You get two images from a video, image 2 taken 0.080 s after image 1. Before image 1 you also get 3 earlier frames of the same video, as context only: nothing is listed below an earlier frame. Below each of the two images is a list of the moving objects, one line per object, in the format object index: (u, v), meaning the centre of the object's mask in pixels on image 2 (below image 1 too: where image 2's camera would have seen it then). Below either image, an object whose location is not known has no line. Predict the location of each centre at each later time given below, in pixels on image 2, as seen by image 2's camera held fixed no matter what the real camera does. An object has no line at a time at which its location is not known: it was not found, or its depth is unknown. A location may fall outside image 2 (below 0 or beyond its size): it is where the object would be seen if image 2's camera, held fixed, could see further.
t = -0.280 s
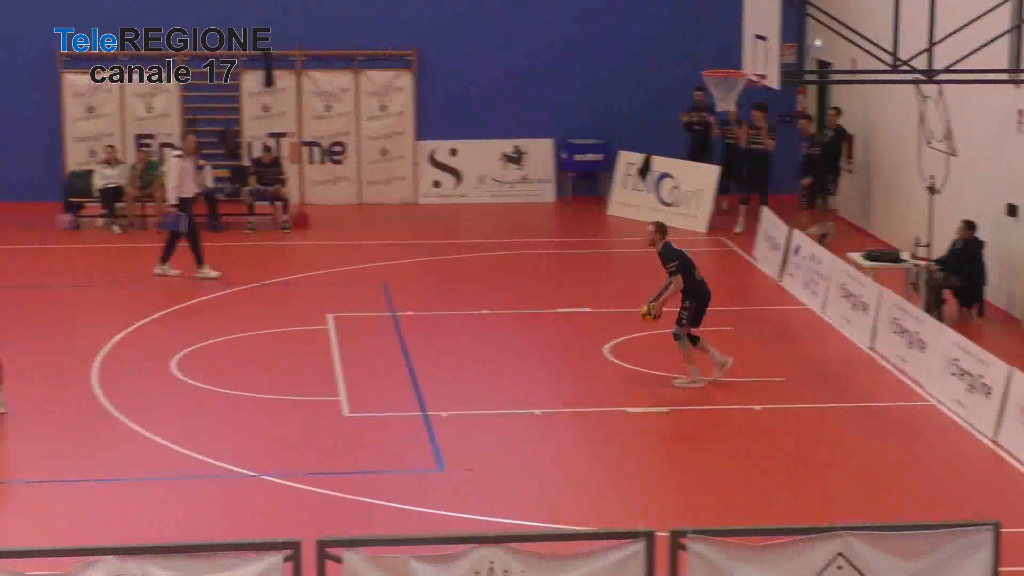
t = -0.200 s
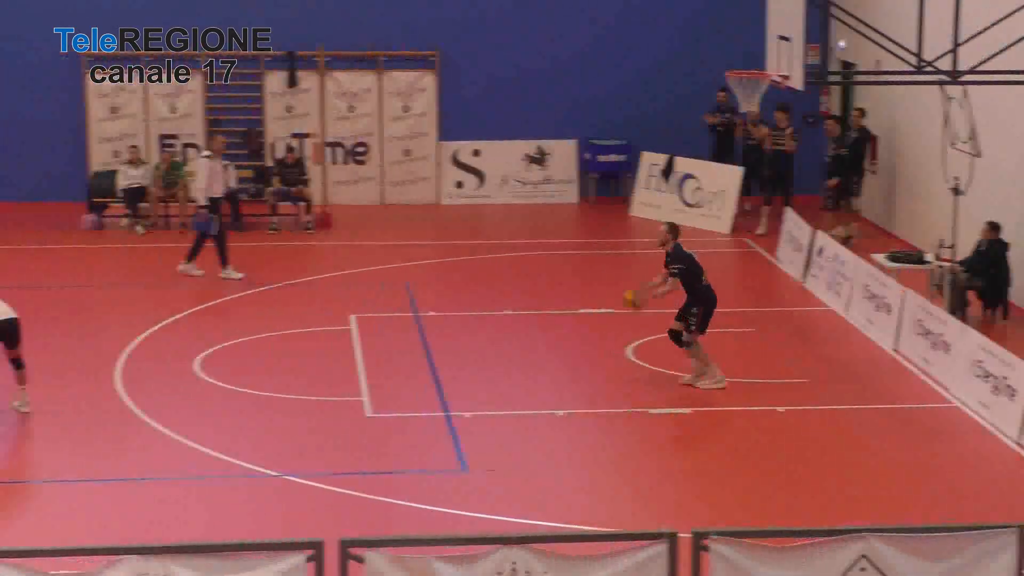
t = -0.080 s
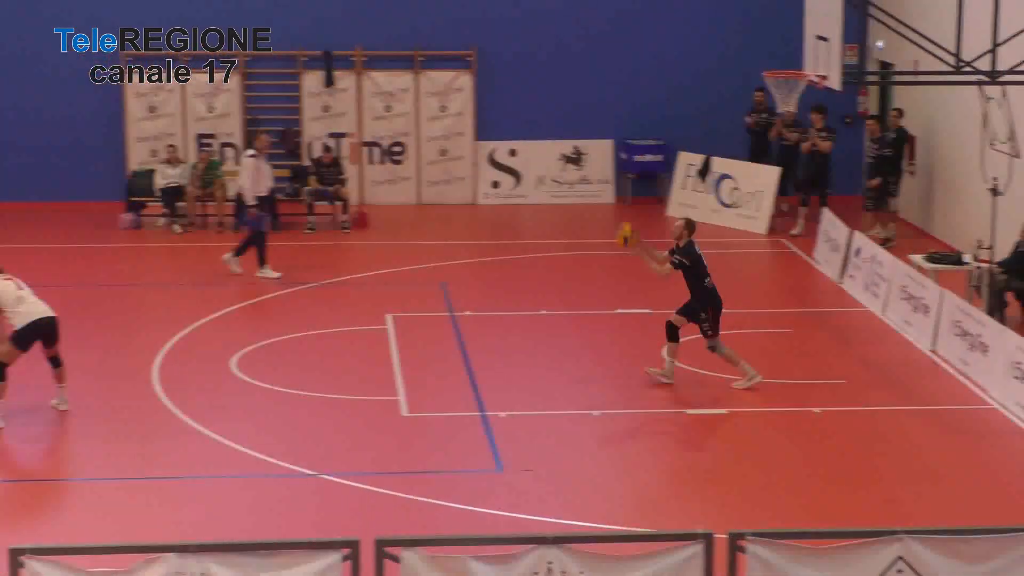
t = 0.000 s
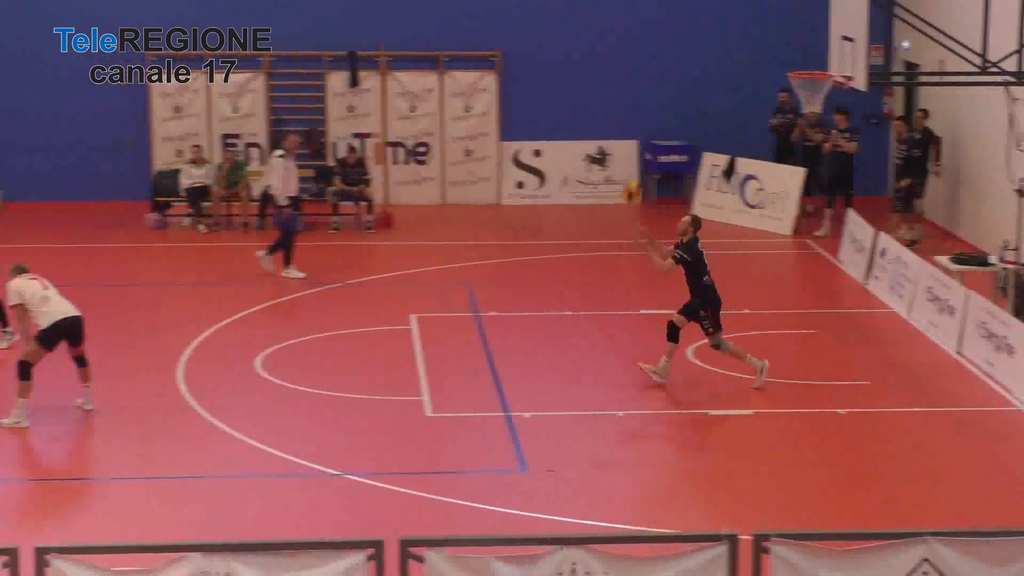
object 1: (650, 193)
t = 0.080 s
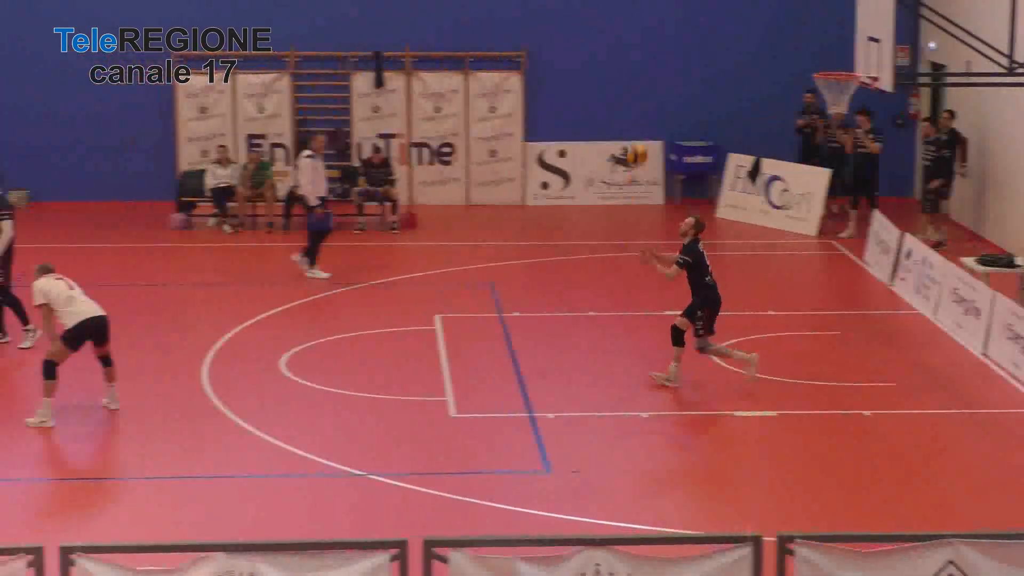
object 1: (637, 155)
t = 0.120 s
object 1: (632, 139)
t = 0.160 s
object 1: (626, 123)
